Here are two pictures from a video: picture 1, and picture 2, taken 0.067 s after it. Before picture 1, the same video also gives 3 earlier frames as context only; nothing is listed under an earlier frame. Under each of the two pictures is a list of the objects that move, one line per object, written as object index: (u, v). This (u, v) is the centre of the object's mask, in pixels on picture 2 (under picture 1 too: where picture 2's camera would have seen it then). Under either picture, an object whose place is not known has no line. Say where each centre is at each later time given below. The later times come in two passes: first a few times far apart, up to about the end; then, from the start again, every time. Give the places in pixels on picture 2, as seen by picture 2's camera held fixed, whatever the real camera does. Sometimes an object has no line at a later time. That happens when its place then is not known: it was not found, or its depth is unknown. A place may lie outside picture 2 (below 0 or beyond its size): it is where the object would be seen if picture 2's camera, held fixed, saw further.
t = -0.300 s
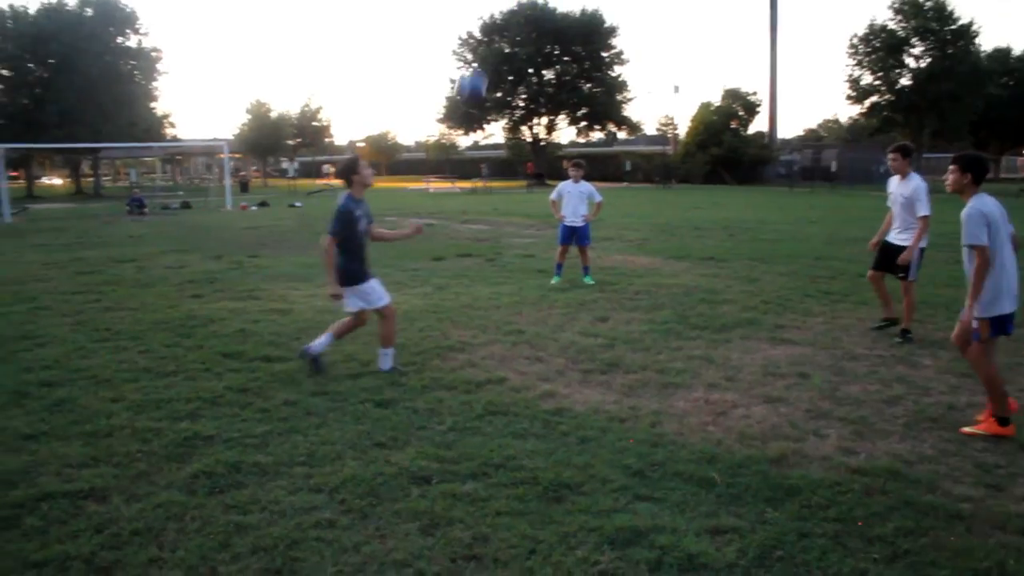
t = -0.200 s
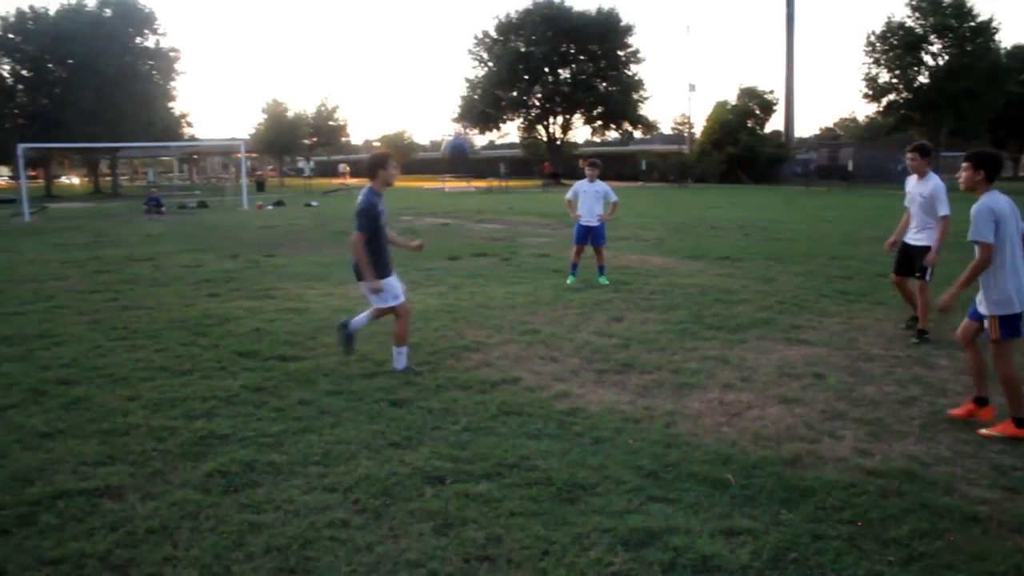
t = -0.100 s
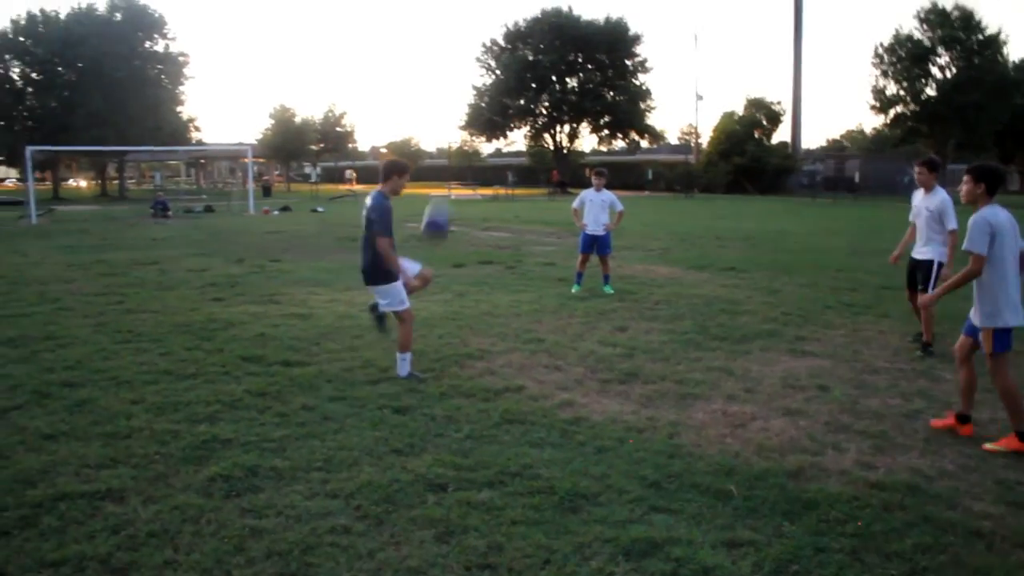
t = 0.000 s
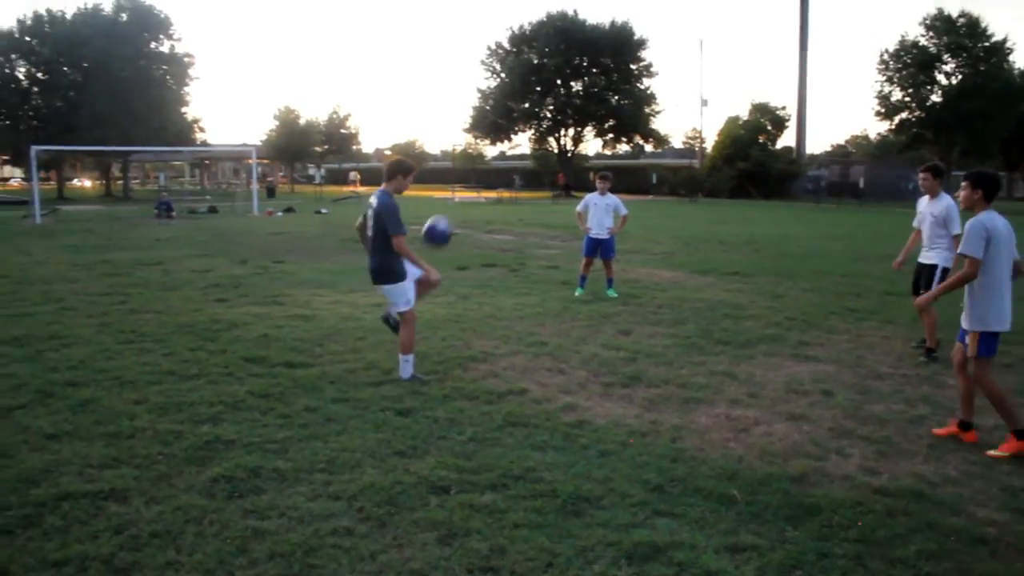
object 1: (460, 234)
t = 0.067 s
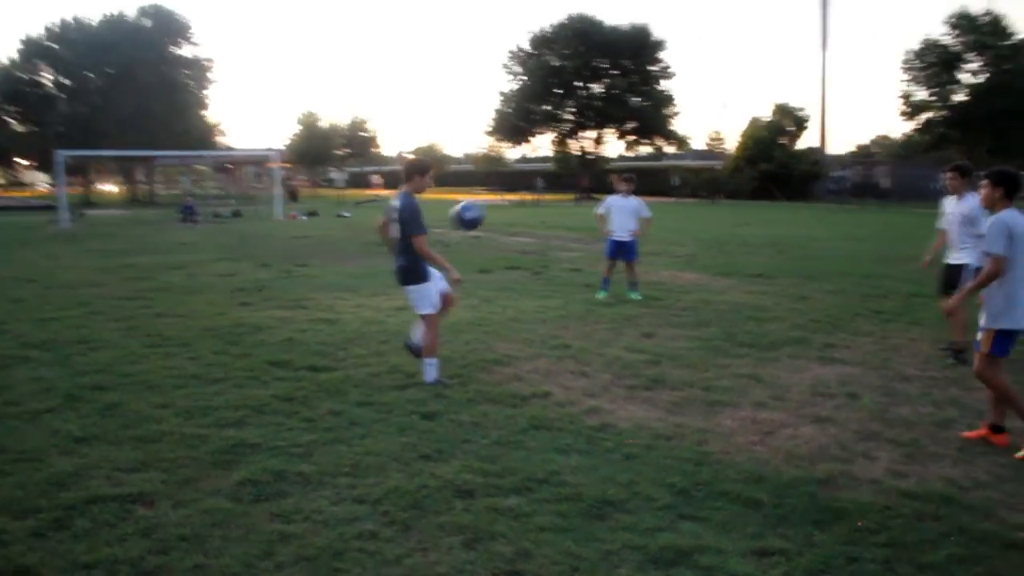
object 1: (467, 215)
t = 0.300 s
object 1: (499, 190)
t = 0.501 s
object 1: (522, 230)
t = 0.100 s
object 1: (472, 207)
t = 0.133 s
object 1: (475, 200)
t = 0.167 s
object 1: (481, 195)
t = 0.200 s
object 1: (484, 192)
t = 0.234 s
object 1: (490, 190)
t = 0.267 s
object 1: (495, 190)
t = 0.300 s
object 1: (499, 190)
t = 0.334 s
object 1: (503, 192)
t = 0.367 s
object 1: (507, 196)
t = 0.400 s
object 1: (511, 202)
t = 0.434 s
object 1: (513, 211)
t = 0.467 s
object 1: (516, 219)
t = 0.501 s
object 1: (522, 230)
